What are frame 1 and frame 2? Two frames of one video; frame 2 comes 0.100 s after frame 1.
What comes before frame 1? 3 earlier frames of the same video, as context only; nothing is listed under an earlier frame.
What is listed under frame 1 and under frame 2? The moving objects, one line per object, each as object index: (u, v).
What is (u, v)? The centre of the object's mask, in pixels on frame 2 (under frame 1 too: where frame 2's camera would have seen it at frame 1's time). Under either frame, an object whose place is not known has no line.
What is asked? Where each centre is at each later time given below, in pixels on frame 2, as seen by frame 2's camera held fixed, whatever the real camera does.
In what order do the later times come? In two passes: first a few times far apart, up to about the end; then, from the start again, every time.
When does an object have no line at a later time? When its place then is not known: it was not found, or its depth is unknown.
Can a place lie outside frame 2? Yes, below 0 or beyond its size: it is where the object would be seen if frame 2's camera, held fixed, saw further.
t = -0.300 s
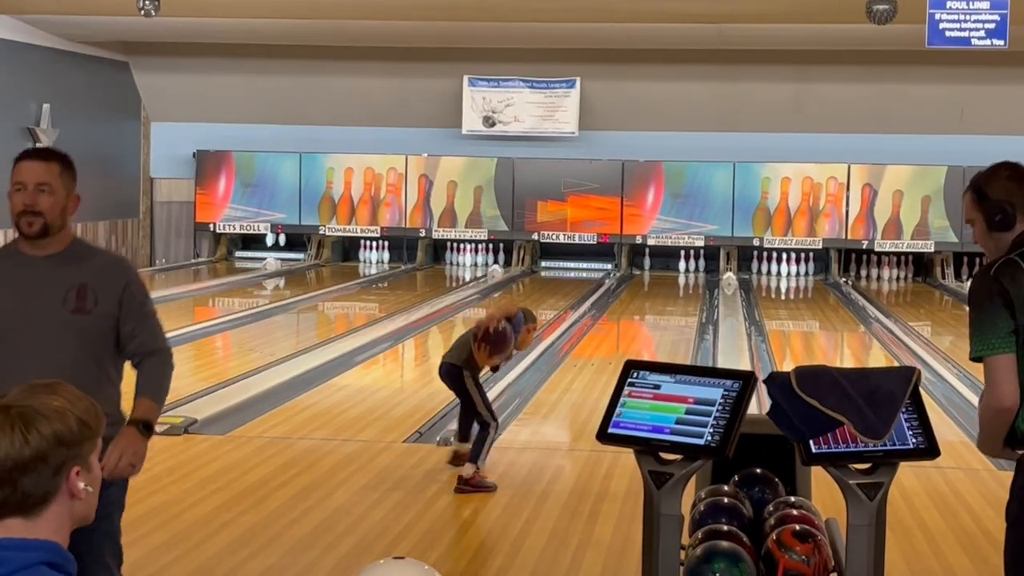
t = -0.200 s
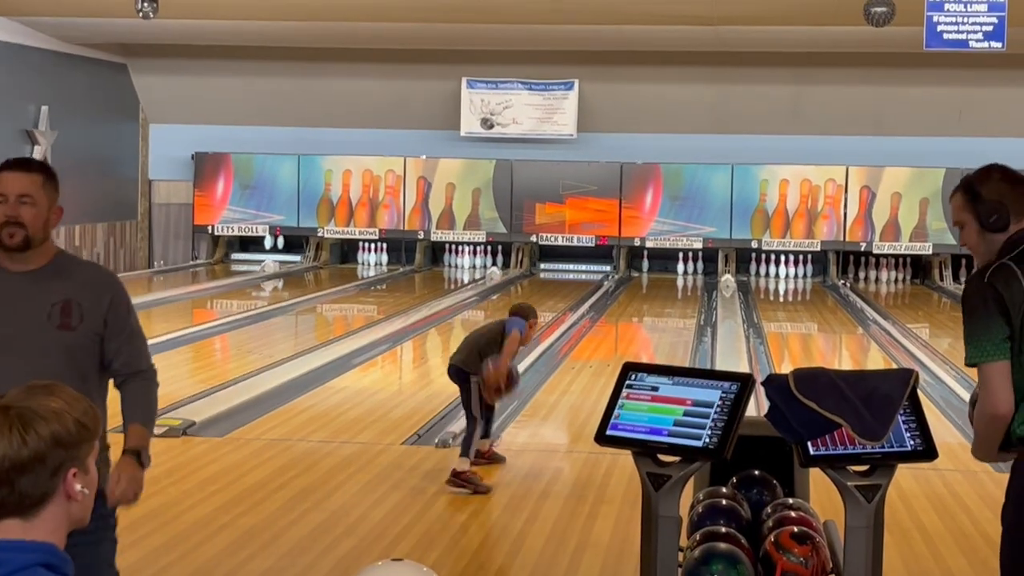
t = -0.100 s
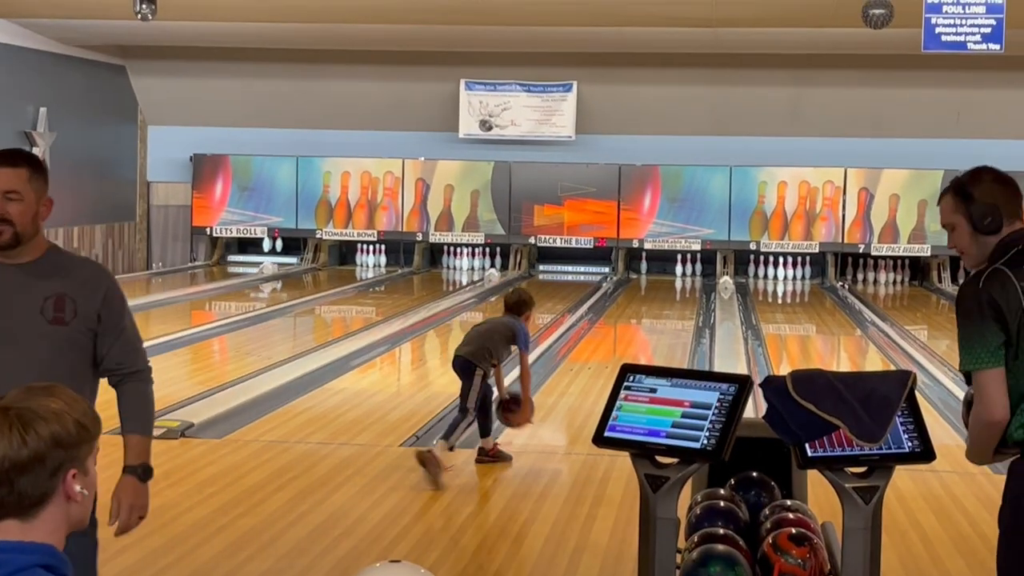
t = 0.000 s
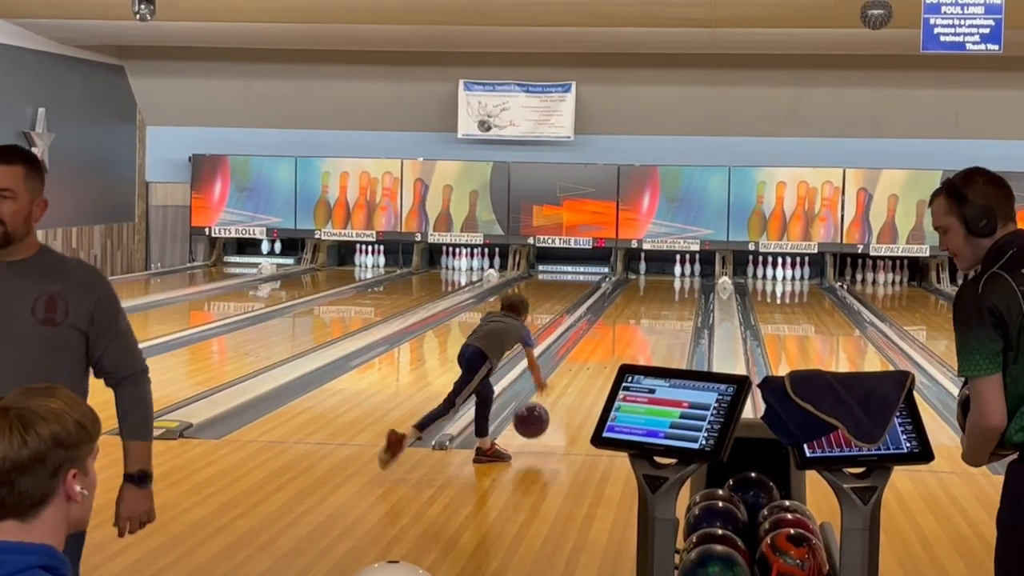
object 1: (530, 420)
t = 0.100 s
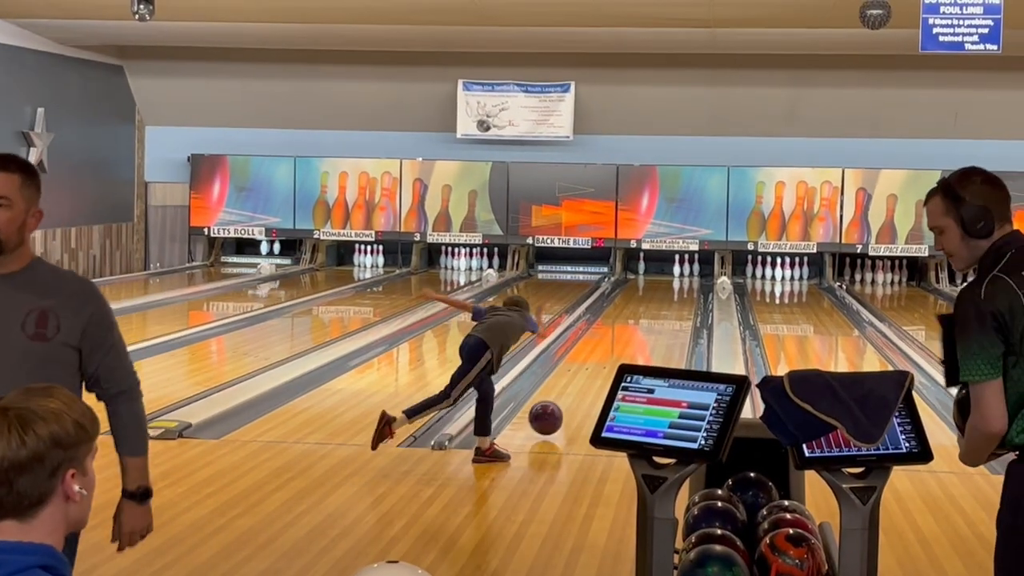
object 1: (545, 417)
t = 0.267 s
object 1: (567, 401)
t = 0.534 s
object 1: (595, 376)
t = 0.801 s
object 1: (616, 356)
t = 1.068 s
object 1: (634, 341)
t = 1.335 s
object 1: (647, 328)
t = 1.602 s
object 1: (658, 317)
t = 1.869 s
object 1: (667, 308)
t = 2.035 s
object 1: (671, 303)
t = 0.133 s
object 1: (550, 414)
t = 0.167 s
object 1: (554, 412)
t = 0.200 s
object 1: (559, 408)
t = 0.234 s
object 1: (563, 404)
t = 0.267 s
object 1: (567, 401)
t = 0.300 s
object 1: (571, 397)
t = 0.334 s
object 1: (575, 394)
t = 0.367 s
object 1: (578, 391)
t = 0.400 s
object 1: (582, 387)
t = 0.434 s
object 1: (585, 384)
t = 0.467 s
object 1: (589, 381)
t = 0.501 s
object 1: (592, 379)
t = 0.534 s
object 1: (595, 376)
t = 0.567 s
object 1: (598, 373)
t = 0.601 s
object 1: (601, 370)
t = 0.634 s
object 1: (604, 368)
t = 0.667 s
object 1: (606, 365)
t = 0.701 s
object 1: (608, 363)
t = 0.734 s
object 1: (611, 360)
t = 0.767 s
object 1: (614, 358)
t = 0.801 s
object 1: (616, 356)
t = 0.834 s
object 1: (619, 354)
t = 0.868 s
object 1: (621, 352)
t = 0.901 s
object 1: (623, 350)
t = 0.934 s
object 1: (625, 348)
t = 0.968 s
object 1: (628, 346)
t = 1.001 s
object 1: (630, 344)
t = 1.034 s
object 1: (632, 343)
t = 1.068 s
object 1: (634, 341)
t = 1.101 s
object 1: (635, 339)
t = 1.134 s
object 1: (637, 337)
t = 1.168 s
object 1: (639, 336)
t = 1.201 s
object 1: (641, 334)
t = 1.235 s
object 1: (642, 333)
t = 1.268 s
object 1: (644, 331)
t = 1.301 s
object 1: (646, 329)
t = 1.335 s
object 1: (647, 328)
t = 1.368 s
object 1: (649, 327)
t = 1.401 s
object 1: (650, 325)
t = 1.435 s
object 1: (652, 324)
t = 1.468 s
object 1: (653, 322)
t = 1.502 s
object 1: (655, 321)
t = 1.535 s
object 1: (656, 320)
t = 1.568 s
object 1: (657, 318)
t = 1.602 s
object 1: (658, 317)
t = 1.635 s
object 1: (659, 316)
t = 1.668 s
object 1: (660, 314)
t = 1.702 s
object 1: (662, 313)
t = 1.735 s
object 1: (663, 312)
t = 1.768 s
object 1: (664, 311)
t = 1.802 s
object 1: (665, 310)
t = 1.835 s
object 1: (666, 309)
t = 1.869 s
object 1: (667, 308)
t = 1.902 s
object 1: (667, 307)
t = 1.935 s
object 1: (668, 306)
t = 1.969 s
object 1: (669, 305)
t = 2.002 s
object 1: (670, 304)
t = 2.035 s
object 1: (671, 303)
